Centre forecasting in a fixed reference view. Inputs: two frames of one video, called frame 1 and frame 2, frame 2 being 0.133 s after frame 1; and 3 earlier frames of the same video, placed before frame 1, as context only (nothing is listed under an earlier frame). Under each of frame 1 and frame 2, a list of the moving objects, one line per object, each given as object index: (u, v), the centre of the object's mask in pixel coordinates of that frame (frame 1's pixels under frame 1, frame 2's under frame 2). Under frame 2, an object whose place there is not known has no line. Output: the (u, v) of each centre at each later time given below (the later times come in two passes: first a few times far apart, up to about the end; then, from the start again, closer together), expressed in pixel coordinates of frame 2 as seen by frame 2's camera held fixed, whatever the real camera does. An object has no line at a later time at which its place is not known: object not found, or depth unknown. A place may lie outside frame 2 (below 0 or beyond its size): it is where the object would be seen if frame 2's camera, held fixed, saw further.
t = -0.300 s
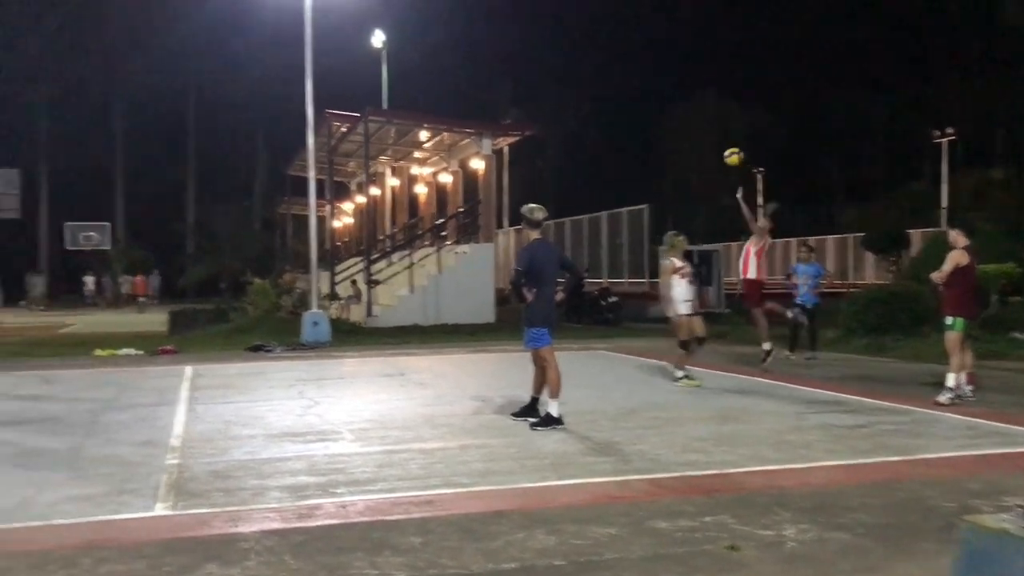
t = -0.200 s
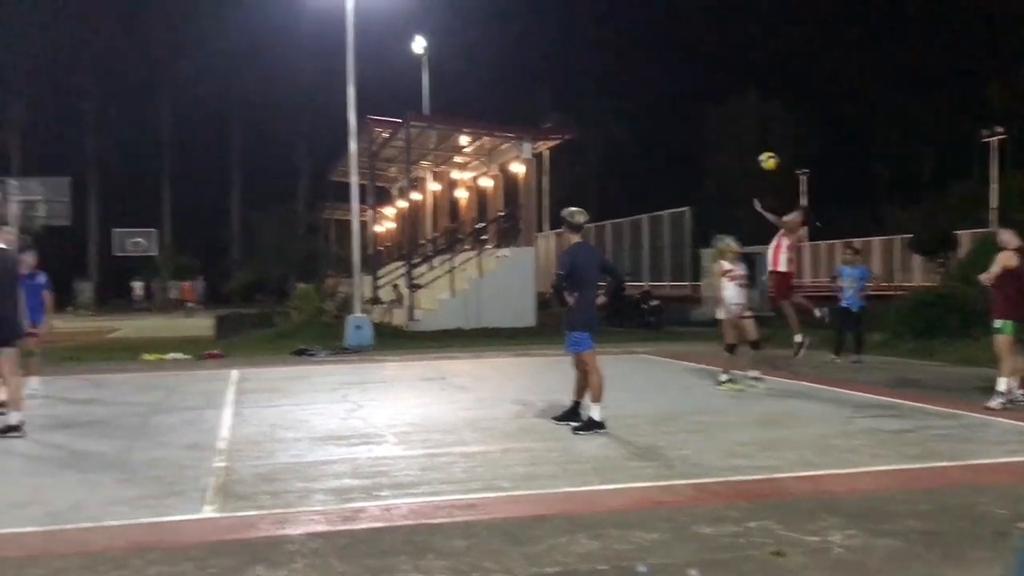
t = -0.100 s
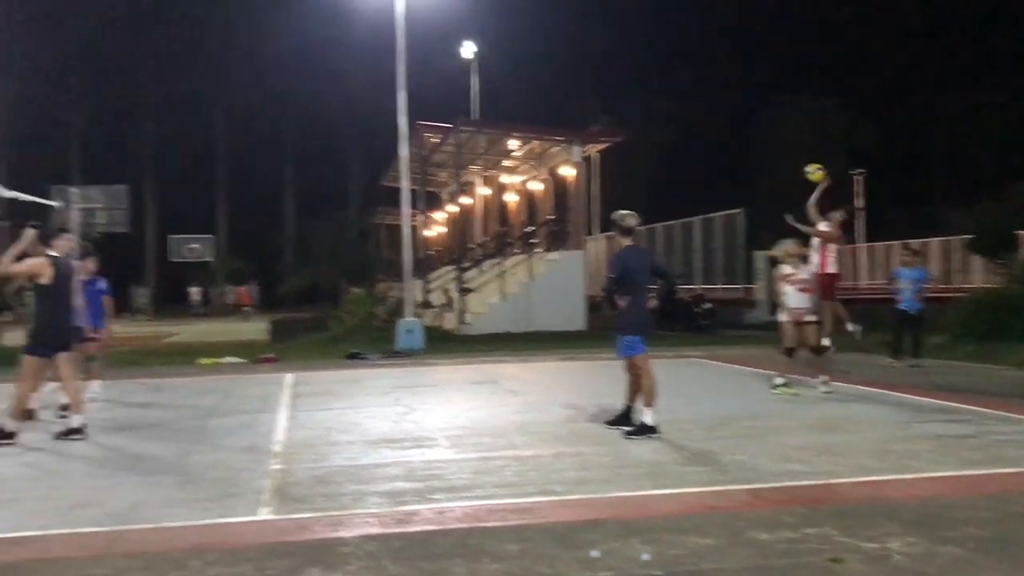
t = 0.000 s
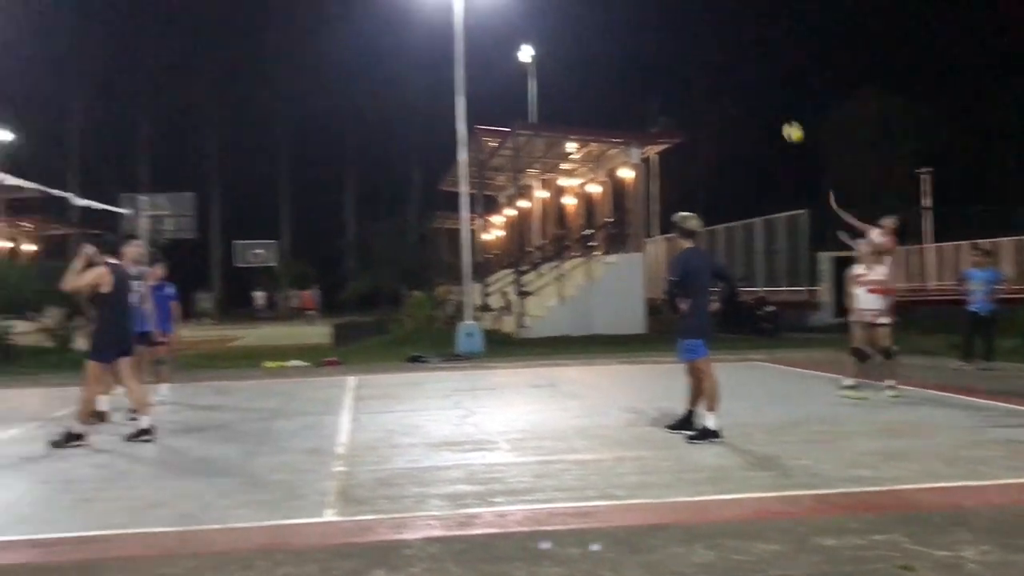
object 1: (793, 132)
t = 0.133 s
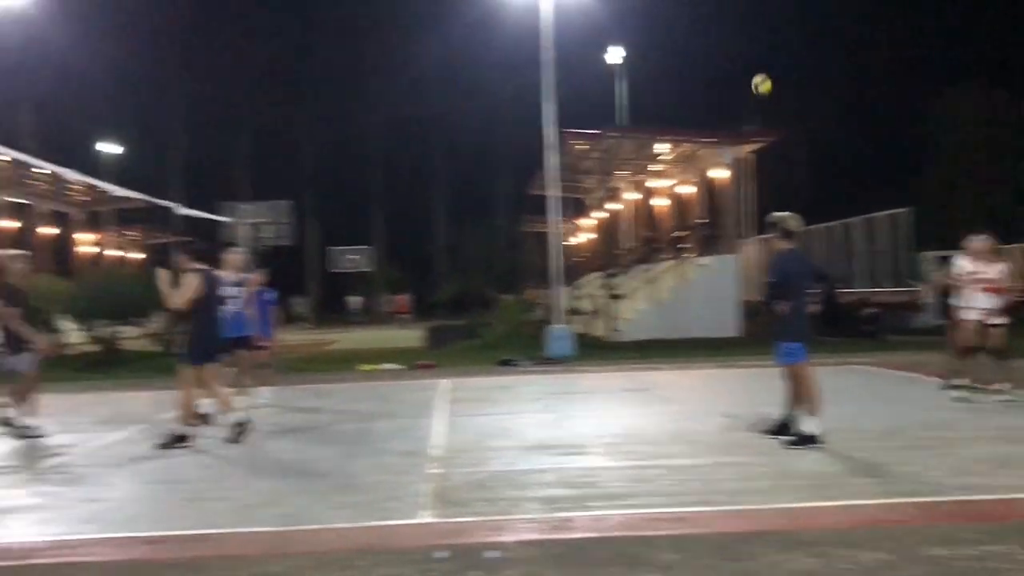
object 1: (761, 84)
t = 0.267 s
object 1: (633, 57)
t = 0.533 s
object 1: (377, 52)
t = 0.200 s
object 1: (697, 69)
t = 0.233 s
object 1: (664, 62)
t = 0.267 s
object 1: (633, 57)
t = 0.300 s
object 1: (599, 53)
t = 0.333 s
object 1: (568, 49)
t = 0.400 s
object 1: (504, 46)
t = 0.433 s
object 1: (471, 47)
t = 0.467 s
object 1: (440, 47)
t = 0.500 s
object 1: (409, 49)
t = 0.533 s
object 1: (377, 52)
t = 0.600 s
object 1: (314, 62)
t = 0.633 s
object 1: (282, 68)
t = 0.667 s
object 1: (251, 75)
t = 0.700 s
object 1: (220, 84)
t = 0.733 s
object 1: (189, 94)
